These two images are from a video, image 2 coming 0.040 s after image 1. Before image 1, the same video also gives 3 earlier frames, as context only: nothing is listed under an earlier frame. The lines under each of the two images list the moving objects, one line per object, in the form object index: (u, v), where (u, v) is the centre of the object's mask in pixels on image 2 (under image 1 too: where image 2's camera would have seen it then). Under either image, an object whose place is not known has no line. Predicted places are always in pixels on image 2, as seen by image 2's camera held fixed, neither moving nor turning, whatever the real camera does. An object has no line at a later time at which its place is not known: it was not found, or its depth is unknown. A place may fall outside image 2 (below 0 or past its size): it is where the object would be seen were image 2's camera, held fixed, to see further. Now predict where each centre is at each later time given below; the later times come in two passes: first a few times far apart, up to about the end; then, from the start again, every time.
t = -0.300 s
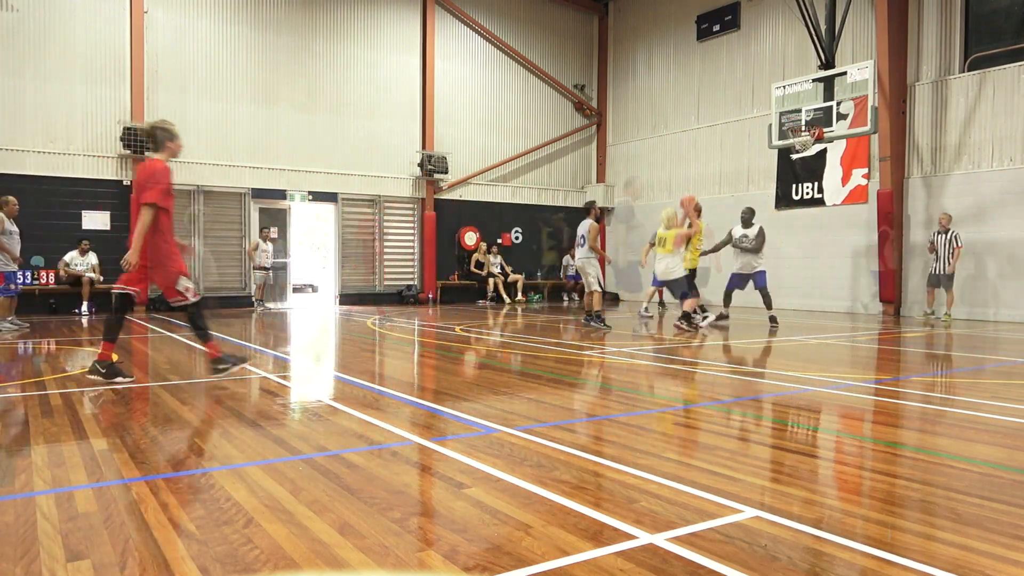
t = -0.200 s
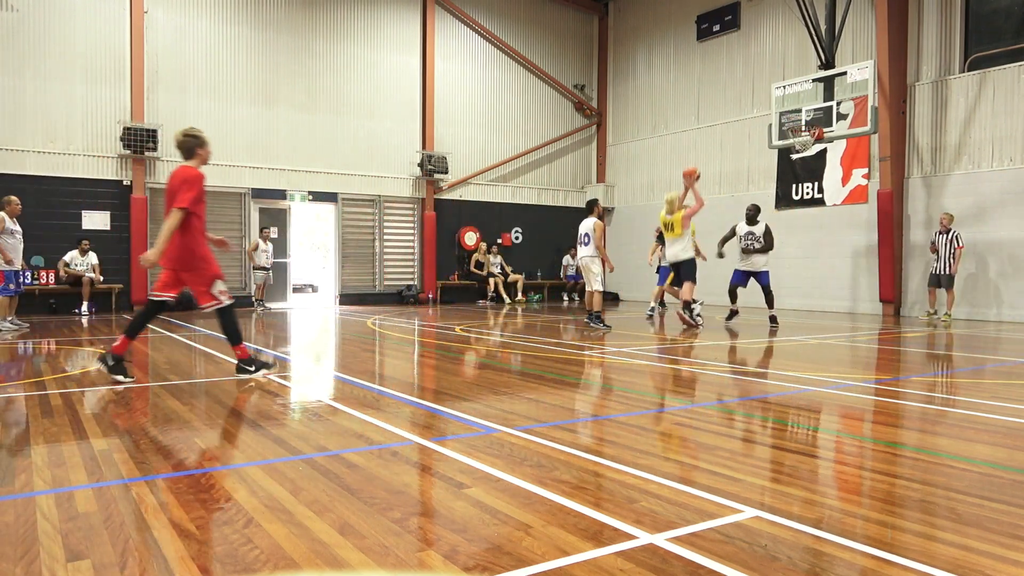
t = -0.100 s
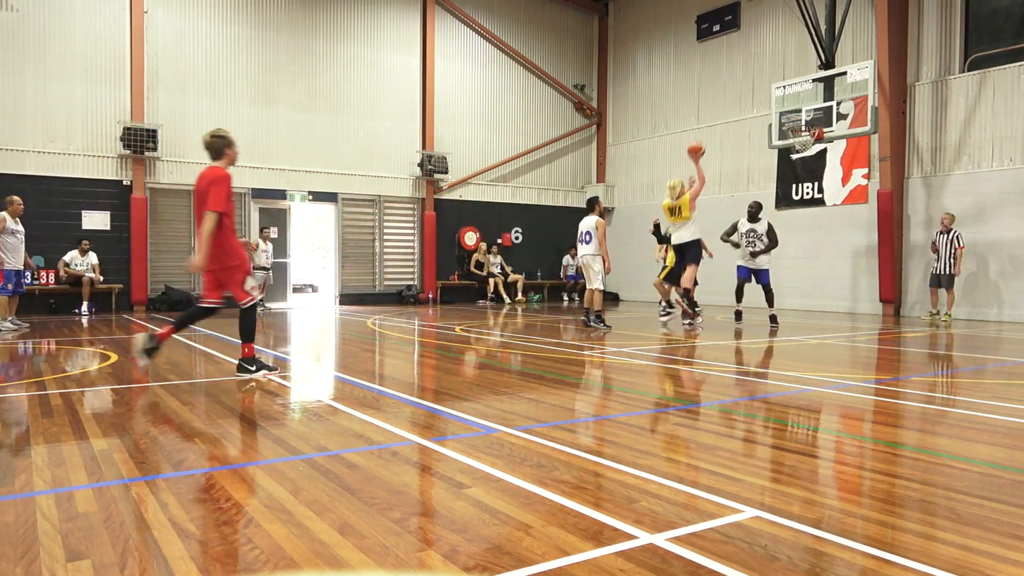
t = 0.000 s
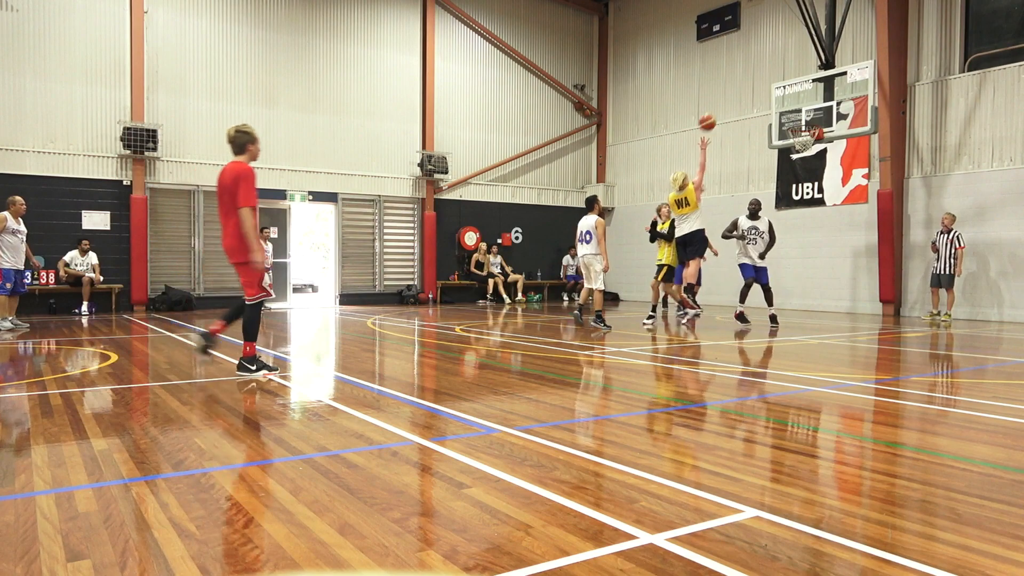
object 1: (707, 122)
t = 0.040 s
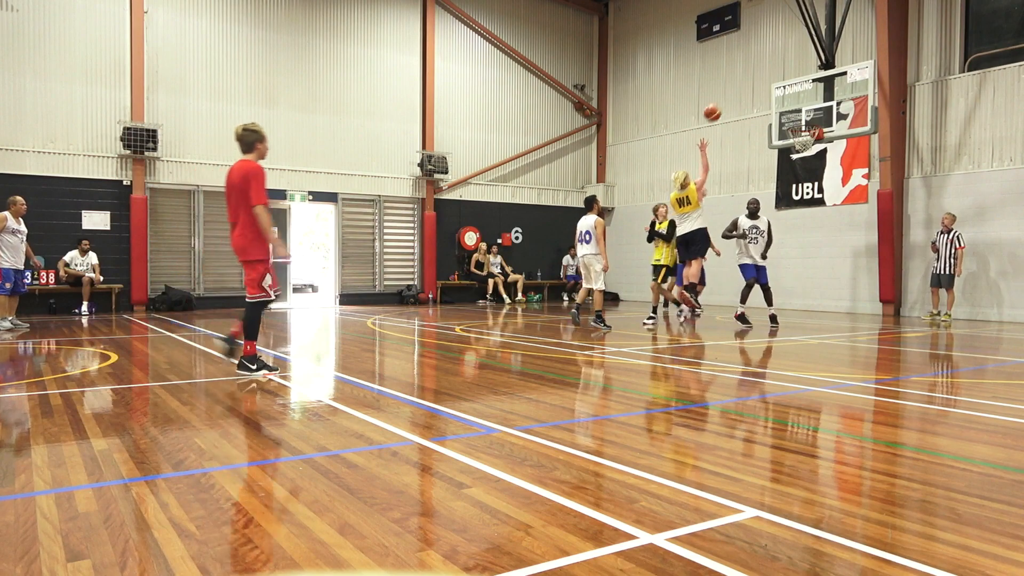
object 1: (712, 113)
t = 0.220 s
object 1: (734, 86)
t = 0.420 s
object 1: (756, 82)
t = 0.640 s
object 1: (777, 108)
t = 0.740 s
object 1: (781, 125)
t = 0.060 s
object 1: (715, 109)
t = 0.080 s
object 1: (717, 105)
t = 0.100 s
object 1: (720, 101)
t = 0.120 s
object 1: (722, 98)
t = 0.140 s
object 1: (725, 95)
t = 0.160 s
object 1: (727, 92)
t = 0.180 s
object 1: (729, 90)
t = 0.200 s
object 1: (731, 88)
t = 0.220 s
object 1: (734, 86)
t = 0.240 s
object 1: (736, 84)
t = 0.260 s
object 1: (738, 83)
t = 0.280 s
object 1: (740, 82)
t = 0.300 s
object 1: (743, 81)
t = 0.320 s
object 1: (745, 81)
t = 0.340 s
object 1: (747, 81)
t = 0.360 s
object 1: (749, 81)
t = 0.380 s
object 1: (751, 81)
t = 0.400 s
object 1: (754, 82)
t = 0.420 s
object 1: (756, 82)
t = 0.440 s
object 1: (757, 84)
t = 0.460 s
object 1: (760, 85)
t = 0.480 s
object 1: (762, 86)
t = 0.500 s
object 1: (764, 89)
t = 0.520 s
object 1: (765, 90)
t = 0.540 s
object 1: (767, 93)
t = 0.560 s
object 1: (769, 96)
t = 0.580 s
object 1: (772, 98)
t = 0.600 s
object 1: (773, 101)
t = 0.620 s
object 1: (775, 104)
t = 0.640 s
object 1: (777, 108)
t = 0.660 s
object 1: (779, 111)
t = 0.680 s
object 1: (780, 115)
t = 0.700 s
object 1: (782, 119)
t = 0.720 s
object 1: (784, 124)
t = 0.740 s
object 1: (781, 125)
